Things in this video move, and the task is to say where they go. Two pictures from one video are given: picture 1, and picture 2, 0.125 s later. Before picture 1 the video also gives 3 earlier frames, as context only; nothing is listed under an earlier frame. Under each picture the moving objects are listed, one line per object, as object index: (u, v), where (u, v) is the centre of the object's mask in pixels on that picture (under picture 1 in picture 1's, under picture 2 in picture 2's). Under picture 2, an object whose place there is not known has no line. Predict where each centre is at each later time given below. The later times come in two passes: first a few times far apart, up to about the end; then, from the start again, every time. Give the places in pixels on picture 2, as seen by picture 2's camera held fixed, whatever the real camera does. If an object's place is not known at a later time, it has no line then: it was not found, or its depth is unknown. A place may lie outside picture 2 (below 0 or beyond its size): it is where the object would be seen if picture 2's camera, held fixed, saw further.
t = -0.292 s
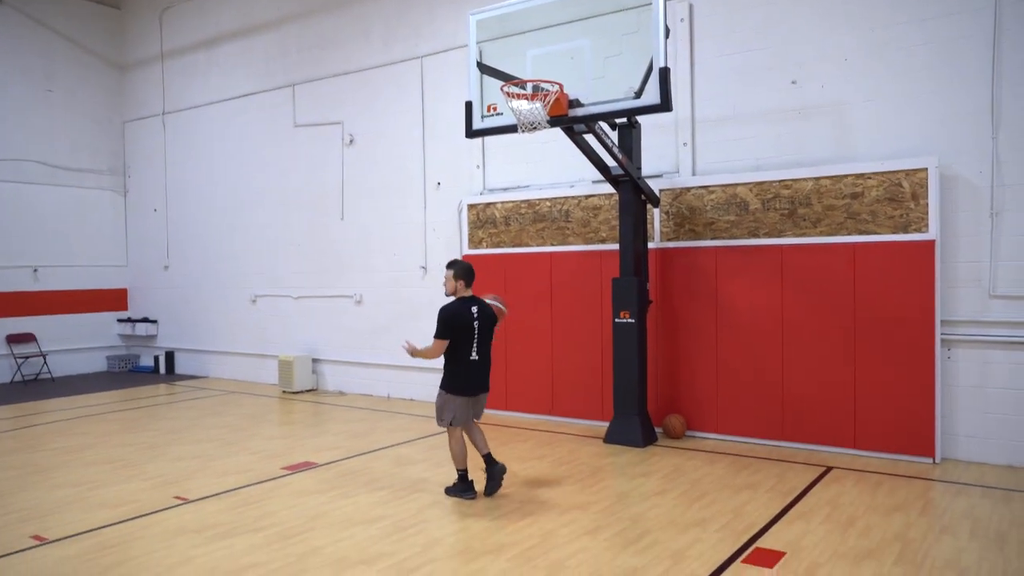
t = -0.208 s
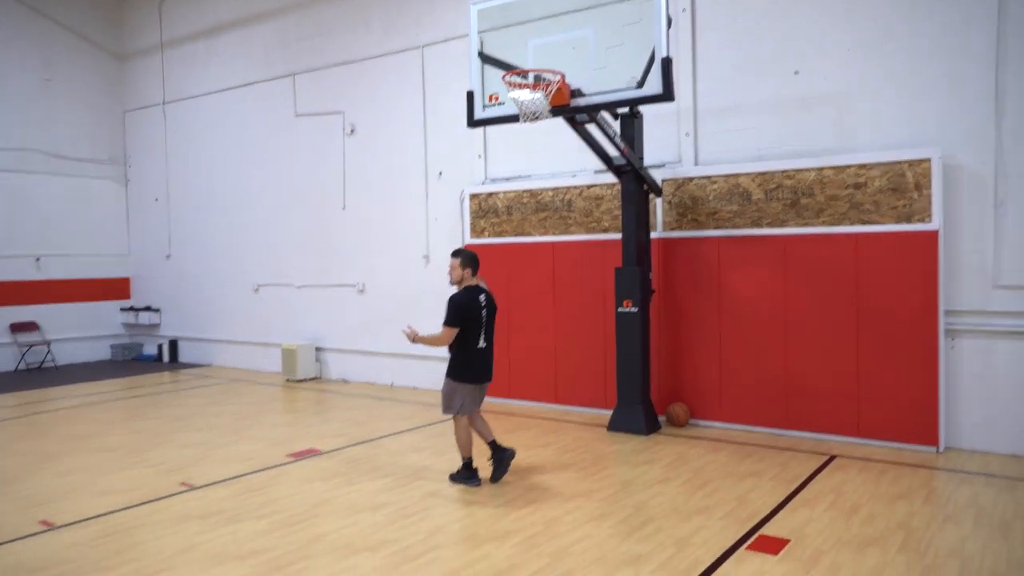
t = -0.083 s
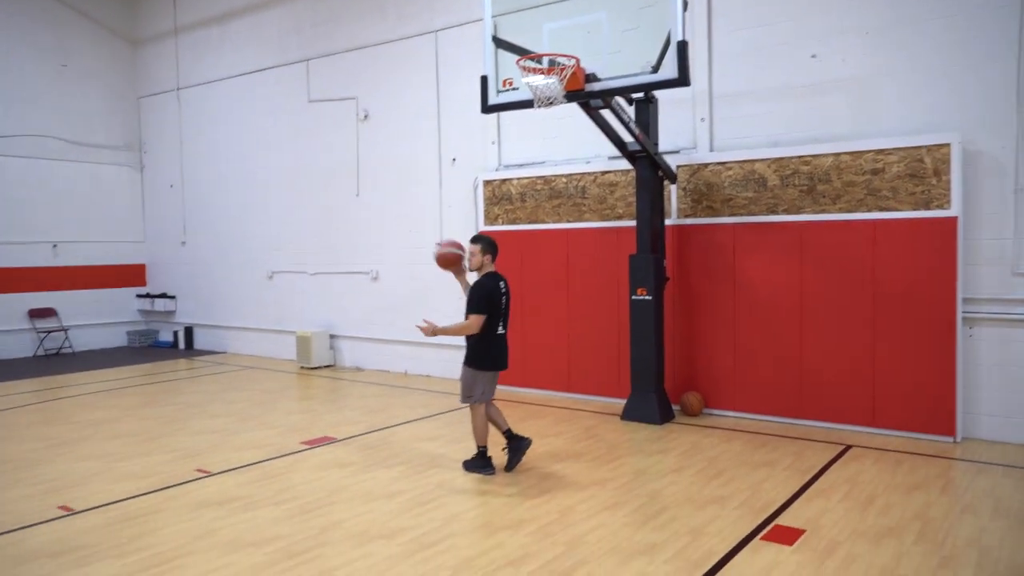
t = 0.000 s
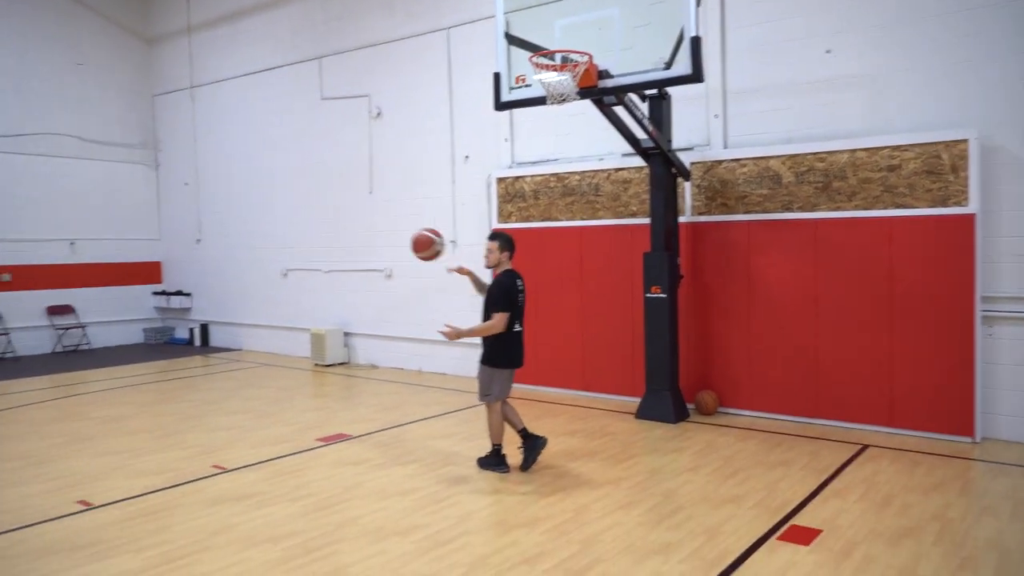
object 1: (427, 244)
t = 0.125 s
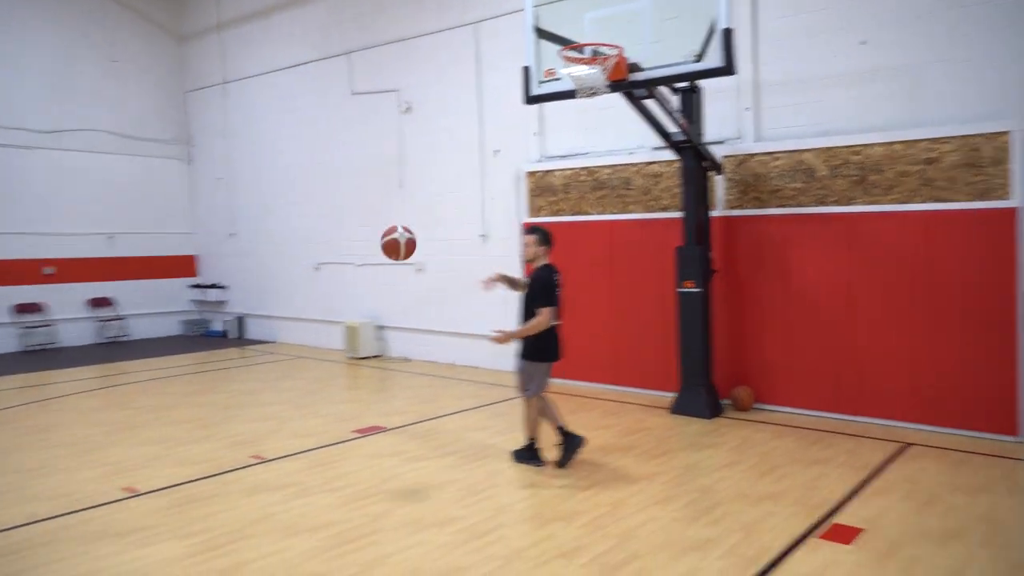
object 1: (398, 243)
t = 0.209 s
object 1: (353, 259)
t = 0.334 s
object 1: (280, 308)
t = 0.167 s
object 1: (376, 249)
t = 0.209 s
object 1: (353, 259)
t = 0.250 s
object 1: (331, 272)
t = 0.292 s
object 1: (307, 288)
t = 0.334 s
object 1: (280, 308)
